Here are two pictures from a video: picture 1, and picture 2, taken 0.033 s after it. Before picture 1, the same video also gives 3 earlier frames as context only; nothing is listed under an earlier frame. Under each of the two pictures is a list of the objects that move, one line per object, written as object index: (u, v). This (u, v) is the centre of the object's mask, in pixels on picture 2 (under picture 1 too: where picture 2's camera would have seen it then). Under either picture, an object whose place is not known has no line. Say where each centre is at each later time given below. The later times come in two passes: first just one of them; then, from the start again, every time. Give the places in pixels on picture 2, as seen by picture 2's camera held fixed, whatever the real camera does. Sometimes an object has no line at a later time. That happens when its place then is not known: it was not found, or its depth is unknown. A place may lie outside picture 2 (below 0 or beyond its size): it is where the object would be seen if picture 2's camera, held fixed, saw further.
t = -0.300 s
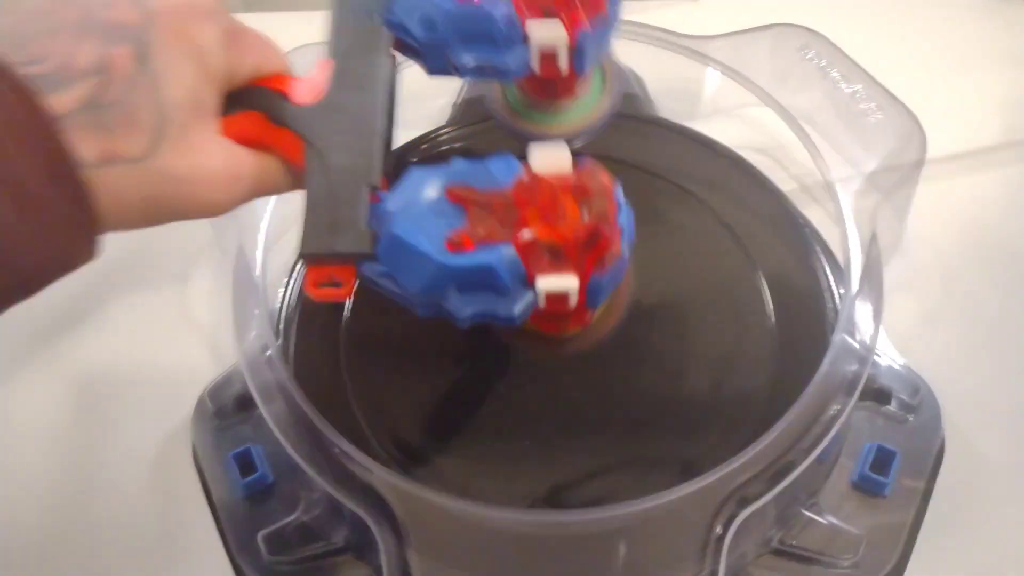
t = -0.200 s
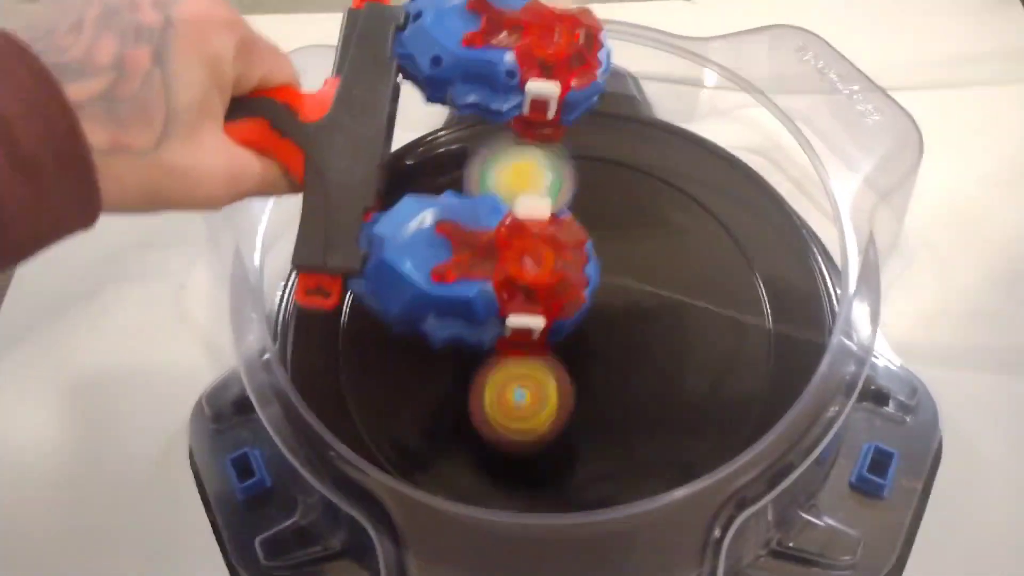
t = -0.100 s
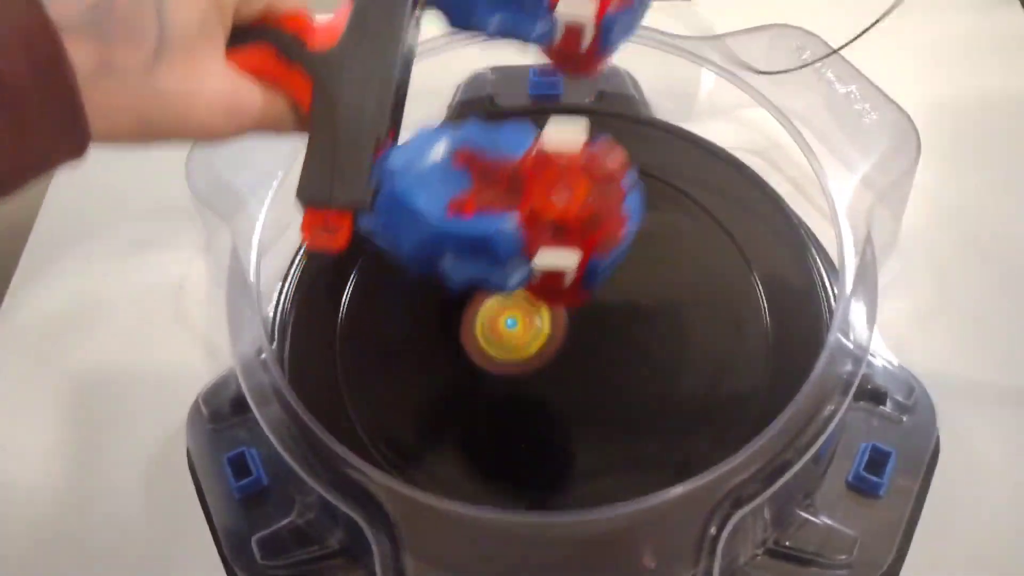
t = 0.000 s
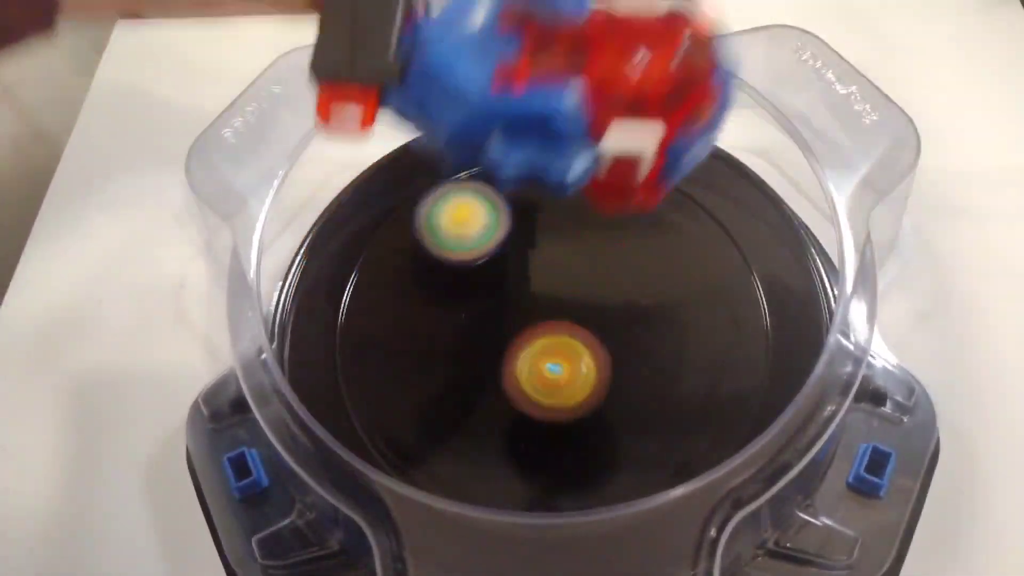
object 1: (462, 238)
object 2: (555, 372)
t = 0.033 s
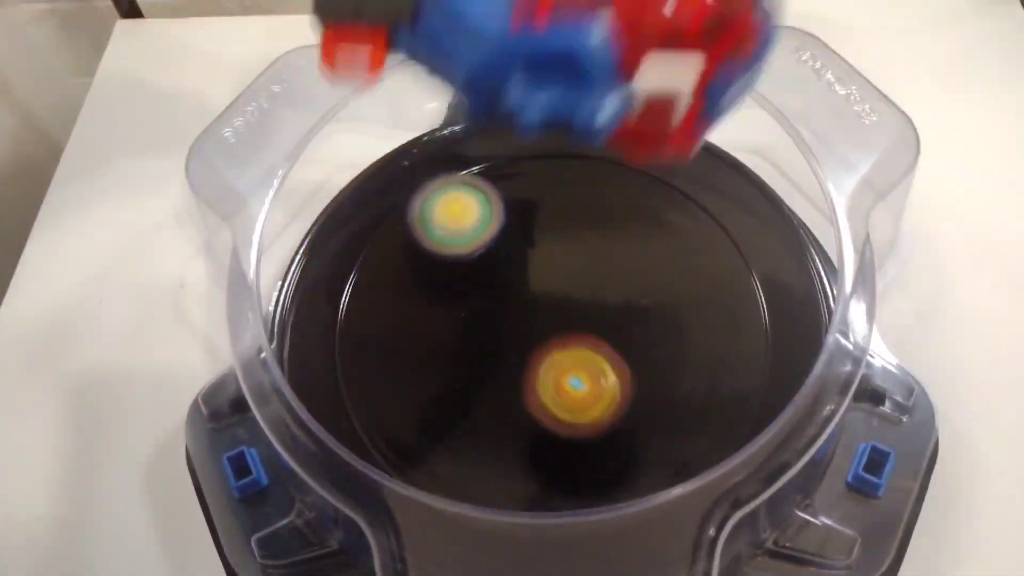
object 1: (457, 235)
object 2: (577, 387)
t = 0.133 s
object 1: (452, 240)
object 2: (654, 412)
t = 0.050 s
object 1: (456, 234)
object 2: (589, 398)
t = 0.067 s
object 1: (454, 233)
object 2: (601, 404)
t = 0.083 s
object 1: (451, 234)
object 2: (613, 405)
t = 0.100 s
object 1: (450, 236)
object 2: (626, 409)
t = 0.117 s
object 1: (451, 238)
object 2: (639, 412)
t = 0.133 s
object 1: (452, 240)
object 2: (654, 412)
